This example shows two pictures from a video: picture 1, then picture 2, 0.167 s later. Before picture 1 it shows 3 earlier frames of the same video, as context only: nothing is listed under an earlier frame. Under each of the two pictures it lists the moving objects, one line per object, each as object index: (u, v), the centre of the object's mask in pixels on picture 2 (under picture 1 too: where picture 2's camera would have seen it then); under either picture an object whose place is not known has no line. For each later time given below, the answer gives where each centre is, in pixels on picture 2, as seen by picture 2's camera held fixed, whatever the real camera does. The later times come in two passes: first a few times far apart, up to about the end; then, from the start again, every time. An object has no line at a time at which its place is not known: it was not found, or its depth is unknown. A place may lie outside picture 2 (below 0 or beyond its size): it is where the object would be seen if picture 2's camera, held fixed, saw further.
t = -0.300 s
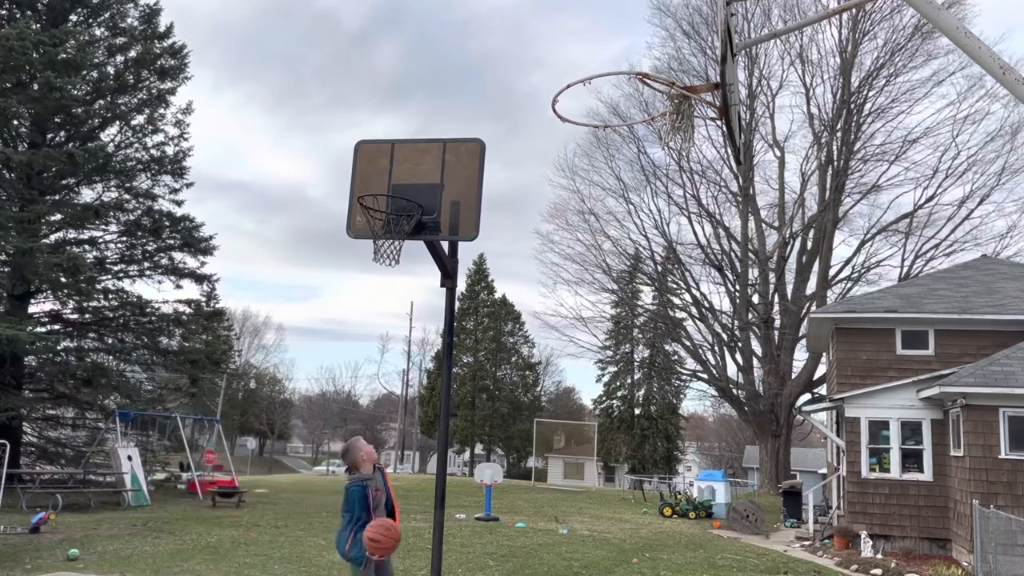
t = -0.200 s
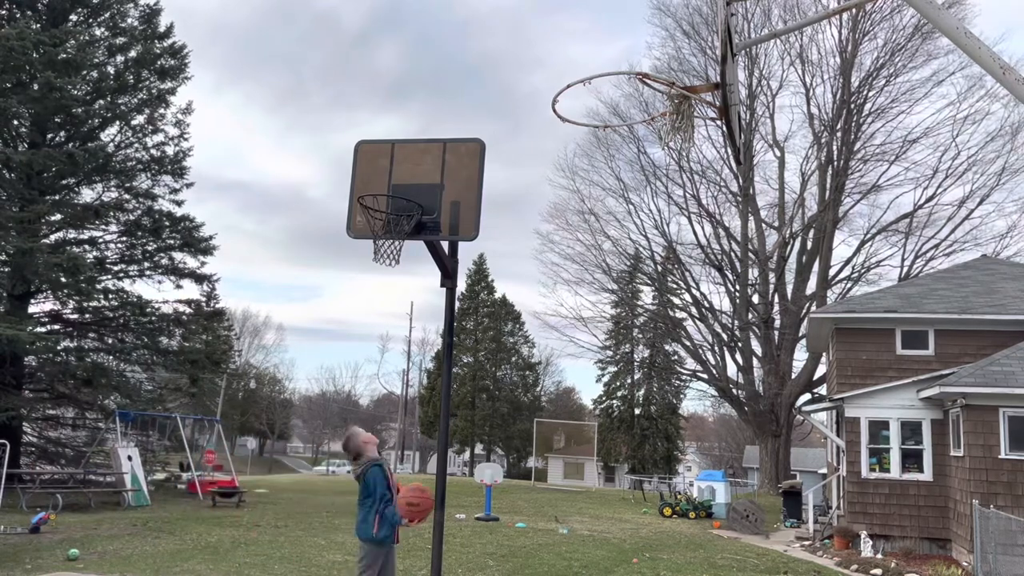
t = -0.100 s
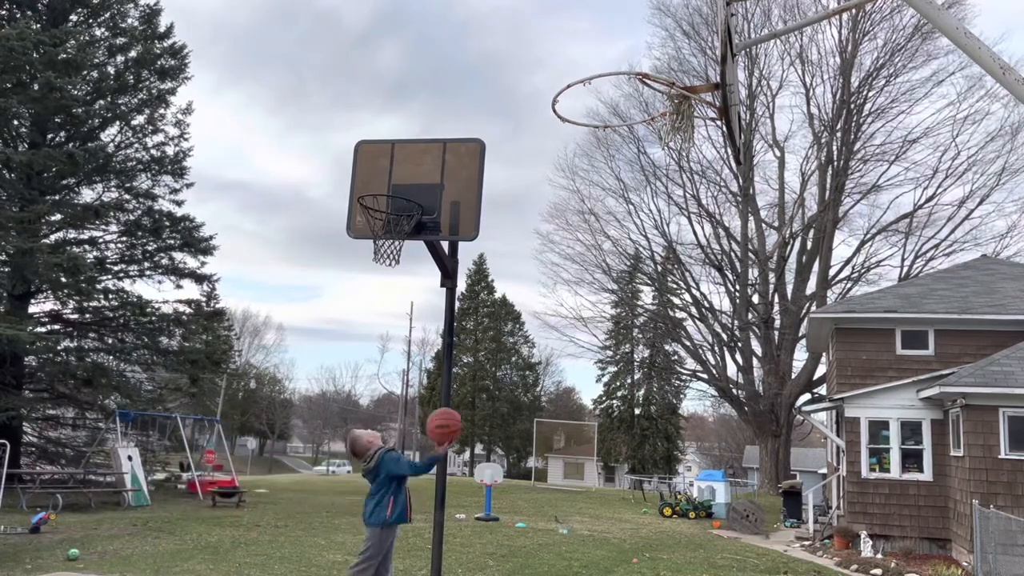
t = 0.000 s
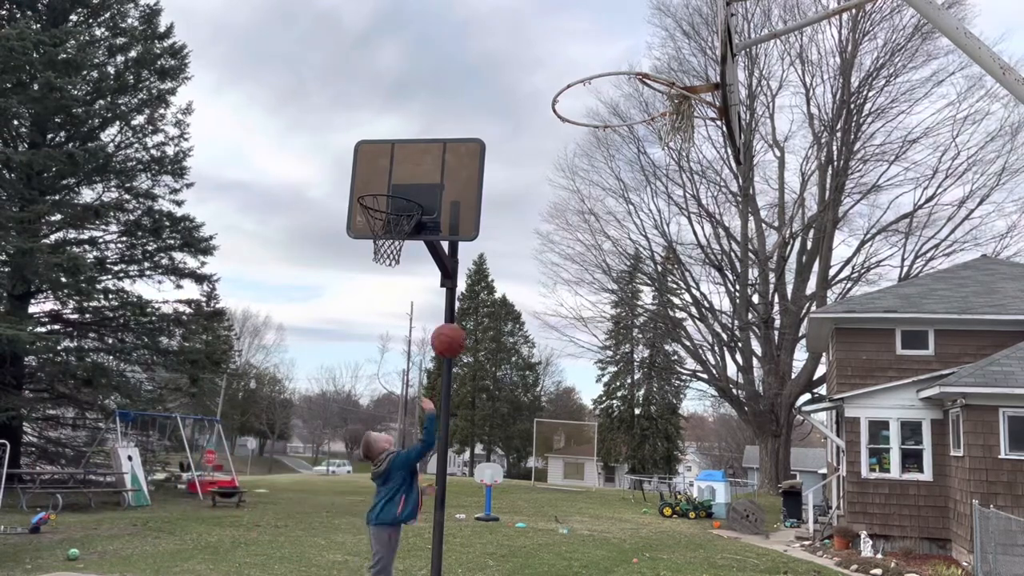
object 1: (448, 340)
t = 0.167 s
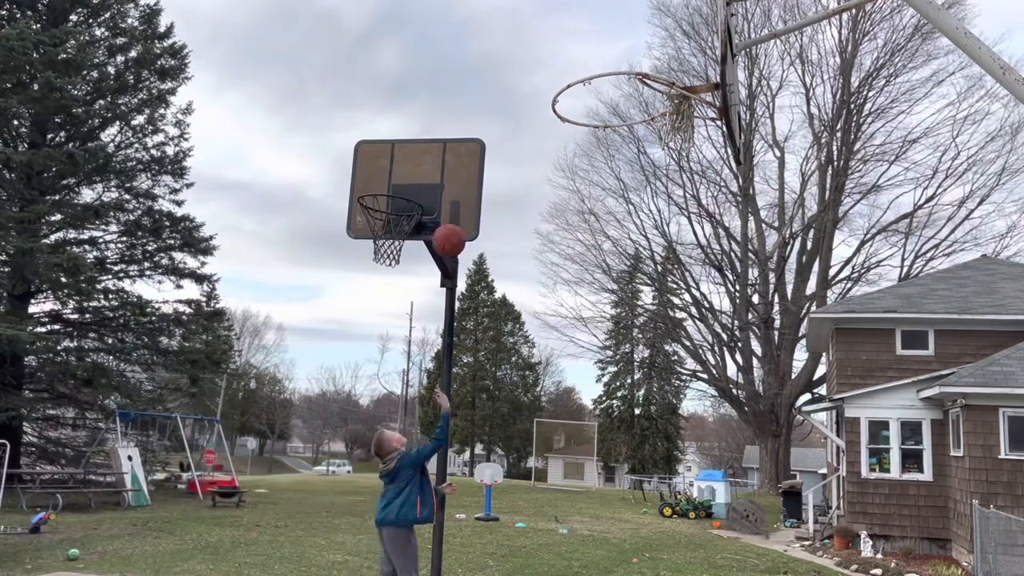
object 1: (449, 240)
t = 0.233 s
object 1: (448, 214)
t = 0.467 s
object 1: (446, 170)
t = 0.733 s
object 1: (435, 199)
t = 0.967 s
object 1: (485, 240)
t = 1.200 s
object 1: (539, 353)
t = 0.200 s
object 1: (449, 226)
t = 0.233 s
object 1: (448, 214)
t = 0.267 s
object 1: (448, 203)
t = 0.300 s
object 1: (448, 193)
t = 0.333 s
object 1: (448, 186)
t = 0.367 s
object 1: (447, 179)
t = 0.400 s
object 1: (447, 175)
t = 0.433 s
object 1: (447, 172)
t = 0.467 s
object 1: (446, 170)
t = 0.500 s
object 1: (446, 170)
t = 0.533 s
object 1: (445, 170)
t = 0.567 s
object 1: (444, 173)
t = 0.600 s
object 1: (444, 176)
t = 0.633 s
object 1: (442, 179)
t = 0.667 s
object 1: (440, 184)
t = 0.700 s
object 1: (438, 191)
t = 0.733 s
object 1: (435, 199)
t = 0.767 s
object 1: (440, 202)
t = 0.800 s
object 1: (447, 205)
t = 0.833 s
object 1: (455, 210)
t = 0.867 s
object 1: (462, 215)
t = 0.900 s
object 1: (471, 222)
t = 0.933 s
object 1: (478, 230)
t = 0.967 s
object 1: (485, 240)
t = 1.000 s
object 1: (493, 251)
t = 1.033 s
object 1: (501, 264)
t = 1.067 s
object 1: (508, 278)
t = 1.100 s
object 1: (516, 294)
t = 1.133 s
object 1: (524, 312)
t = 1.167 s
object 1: (531, 332)
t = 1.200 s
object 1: (539, 353)
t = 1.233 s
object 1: (546, 376)
